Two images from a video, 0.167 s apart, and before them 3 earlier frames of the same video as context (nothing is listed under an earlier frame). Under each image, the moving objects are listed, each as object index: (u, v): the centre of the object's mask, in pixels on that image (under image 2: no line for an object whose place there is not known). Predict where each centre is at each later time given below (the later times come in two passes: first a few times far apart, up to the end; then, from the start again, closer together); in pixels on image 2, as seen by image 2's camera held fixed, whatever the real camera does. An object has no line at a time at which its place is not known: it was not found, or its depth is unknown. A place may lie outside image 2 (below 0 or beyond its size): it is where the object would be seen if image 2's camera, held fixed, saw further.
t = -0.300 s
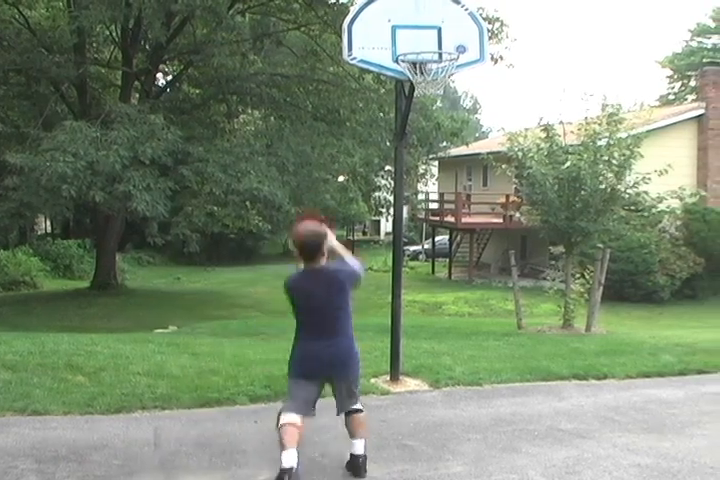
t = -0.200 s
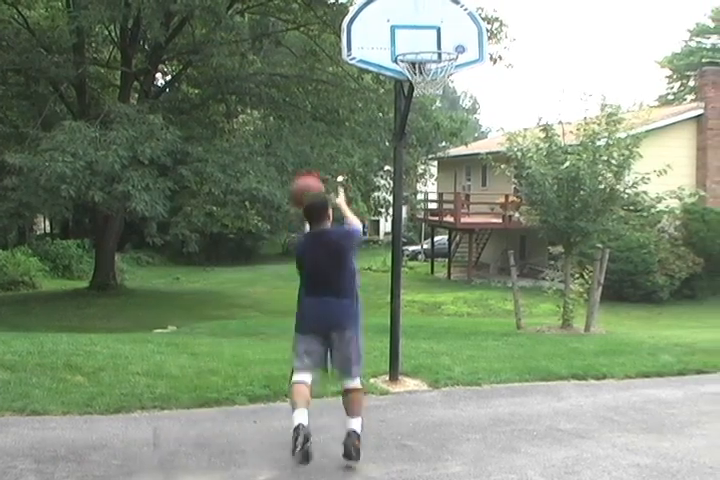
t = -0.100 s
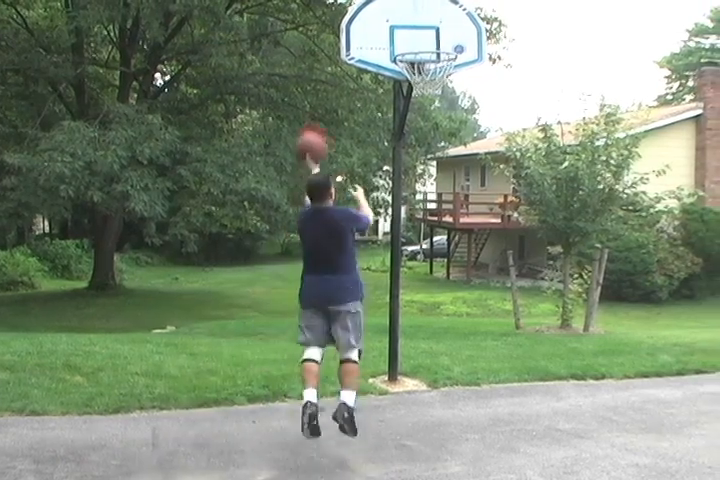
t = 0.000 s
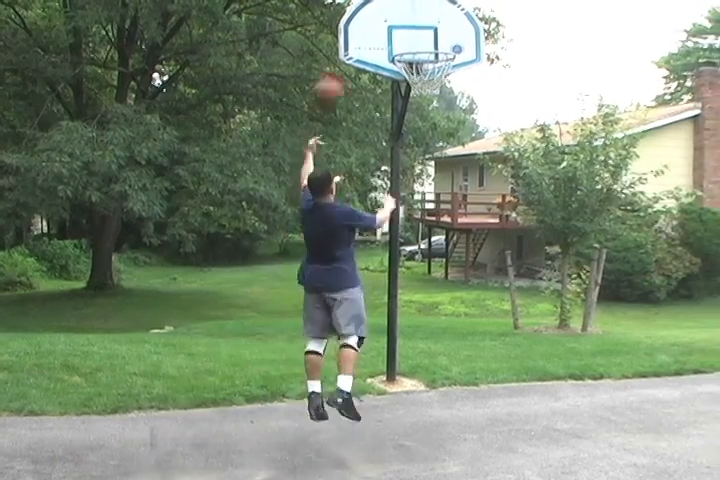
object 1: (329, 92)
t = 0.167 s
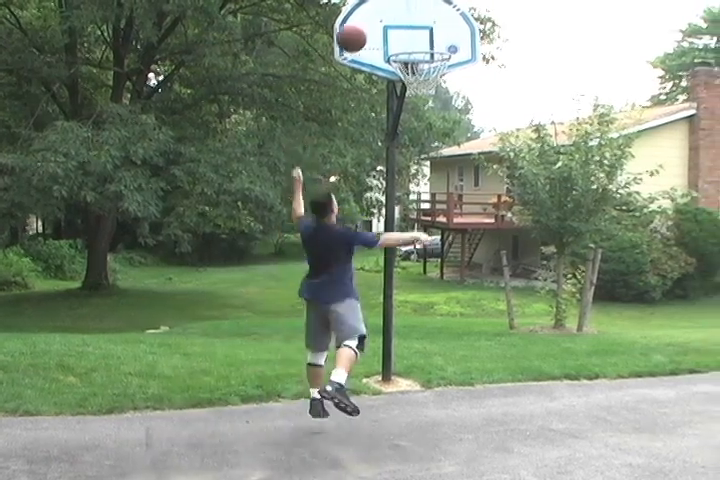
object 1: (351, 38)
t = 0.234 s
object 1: (361, 26)
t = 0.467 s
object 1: (391, 7)
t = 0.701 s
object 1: (420, 33)
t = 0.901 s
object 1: (433, 37)
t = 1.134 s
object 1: (444, 98)
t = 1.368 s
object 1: (457, 230)
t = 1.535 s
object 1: (461, 374)
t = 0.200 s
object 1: (357, 31)
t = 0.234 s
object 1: (361, 26)
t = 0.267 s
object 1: (366, 22)
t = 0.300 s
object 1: (371, 19)
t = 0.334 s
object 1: (375, 15)
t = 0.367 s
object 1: (379, 11)
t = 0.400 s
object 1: (383, 9)
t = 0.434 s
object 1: (387, 8)
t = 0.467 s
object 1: (391, 7)
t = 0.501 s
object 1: (396, 7)
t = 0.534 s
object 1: (399, 8)
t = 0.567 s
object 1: (404, 10)
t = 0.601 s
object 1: (408, 12)
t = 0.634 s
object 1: (412, 18)
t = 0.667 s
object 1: (416, 25)
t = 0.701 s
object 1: (420, 33)
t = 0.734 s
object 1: (423, 36)
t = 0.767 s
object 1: (425, 33)
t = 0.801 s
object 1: (427, 33)
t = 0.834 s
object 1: (428, 33)
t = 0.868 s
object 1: (431, 35)
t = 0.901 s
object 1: (433, 37)
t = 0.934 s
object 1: (435, 41)
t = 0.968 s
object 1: (437, 48)
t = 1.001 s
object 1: (438, 55)
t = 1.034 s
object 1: (439, 63)
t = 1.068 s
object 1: (441, 74)
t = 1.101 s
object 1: (443, 86)
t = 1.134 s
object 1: (444, 98)
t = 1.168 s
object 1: (447, 114)
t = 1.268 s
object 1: (453, 167)
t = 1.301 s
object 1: (454, 184)
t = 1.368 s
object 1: (457, 230)
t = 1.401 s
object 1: (462, 256)
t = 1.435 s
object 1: (462, 280)
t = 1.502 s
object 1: (461, 344)
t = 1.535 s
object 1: (461, 374)
